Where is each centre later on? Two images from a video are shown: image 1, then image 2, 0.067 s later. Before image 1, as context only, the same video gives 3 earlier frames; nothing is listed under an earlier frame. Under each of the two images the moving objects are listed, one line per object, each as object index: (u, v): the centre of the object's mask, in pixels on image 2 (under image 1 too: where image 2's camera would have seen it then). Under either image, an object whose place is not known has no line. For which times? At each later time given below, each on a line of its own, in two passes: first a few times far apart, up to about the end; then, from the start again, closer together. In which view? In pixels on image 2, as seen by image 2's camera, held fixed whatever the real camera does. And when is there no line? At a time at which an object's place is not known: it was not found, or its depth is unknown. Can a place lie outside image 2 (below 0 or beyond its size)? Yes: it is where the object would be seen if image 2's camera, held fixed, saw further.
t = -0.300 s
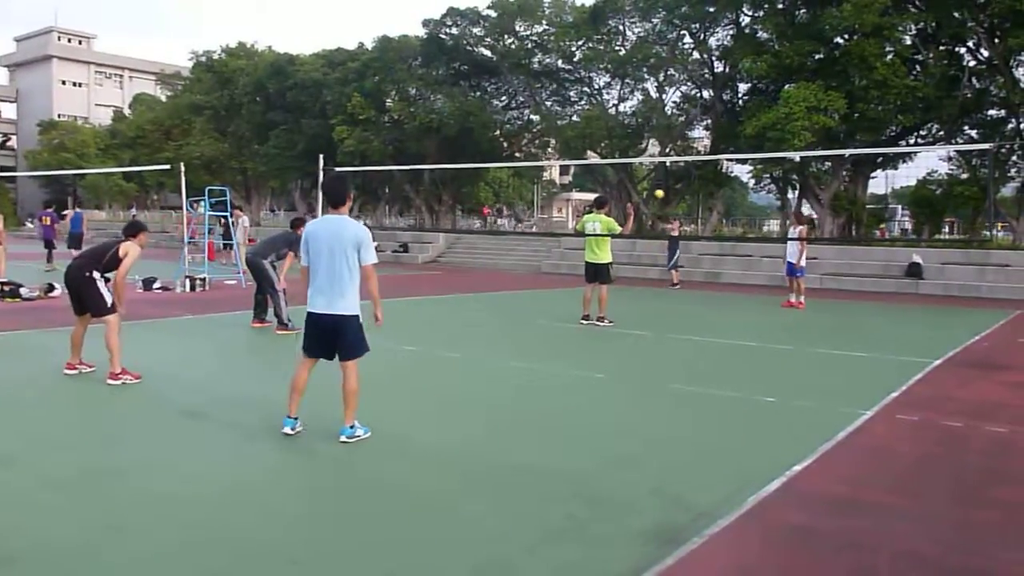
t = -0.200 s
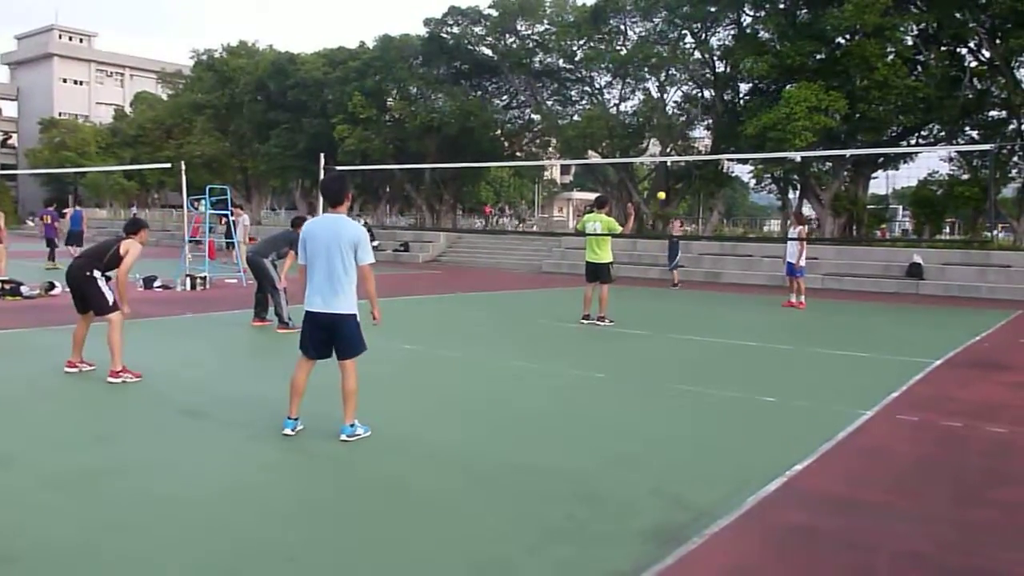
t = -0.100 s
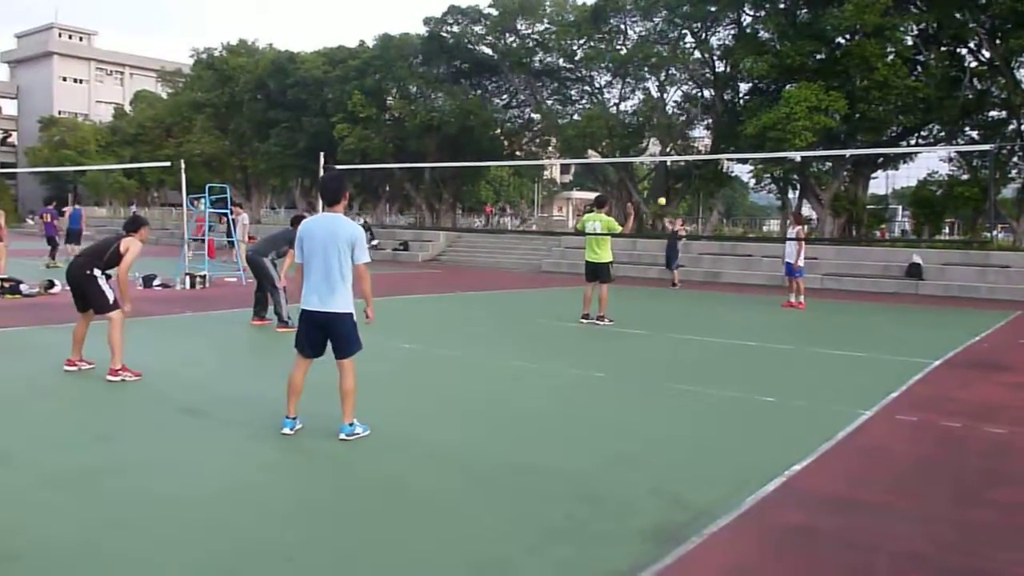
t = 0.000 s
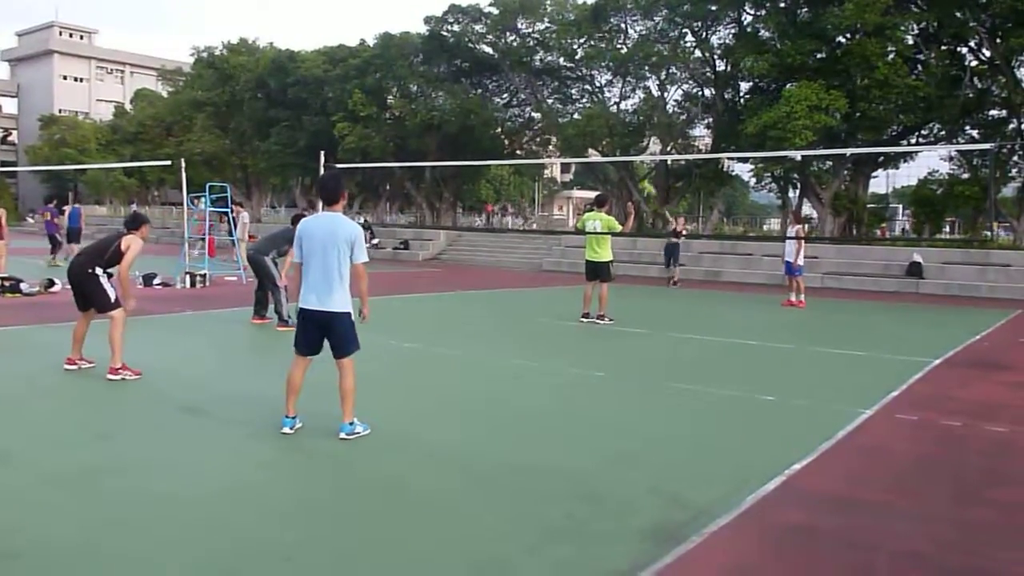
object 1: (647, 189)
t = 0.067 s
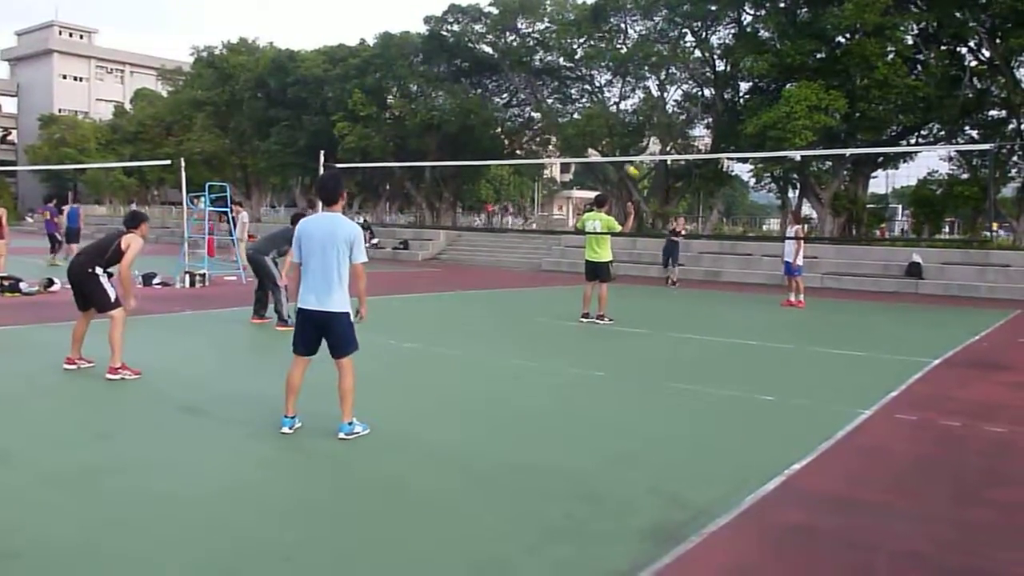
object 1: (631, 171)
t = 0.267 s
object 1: (577, 121)
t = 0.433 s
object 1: (524, 87)
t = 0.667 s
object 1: (434, 64)
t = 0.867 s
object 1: (332, 69)
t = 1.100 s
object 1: (183, 114)
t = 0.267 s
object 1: (577, 121)
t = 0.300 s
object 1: (566, 113)
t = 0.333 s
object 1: (556, 107)
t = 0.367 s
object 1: (545, 98)
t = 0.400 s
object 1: (534, 94)
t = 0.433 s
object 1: (524, 87)
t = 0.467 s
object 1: (512, 82)
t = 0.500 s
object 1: (501, 78)
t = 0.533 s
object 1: (488, 74)
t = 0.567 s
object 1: (475, 71)
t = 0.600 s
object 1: (462, 68)
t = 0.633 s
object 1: (449, 66)
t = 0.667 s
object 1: (434, 64)
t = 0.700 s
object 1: (419, 63)
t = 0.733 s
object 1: (402, 63)
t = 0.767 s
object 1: (386, 64)
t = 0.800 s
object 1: (369, 65)
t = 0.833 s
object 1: (350, 66)
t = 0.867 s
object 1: (332, 69)
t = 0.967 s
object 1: (272, 81)
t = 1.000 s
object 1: (251, 88)
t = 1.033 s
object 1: (230, 95)
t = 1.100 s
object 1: (183, 114)
